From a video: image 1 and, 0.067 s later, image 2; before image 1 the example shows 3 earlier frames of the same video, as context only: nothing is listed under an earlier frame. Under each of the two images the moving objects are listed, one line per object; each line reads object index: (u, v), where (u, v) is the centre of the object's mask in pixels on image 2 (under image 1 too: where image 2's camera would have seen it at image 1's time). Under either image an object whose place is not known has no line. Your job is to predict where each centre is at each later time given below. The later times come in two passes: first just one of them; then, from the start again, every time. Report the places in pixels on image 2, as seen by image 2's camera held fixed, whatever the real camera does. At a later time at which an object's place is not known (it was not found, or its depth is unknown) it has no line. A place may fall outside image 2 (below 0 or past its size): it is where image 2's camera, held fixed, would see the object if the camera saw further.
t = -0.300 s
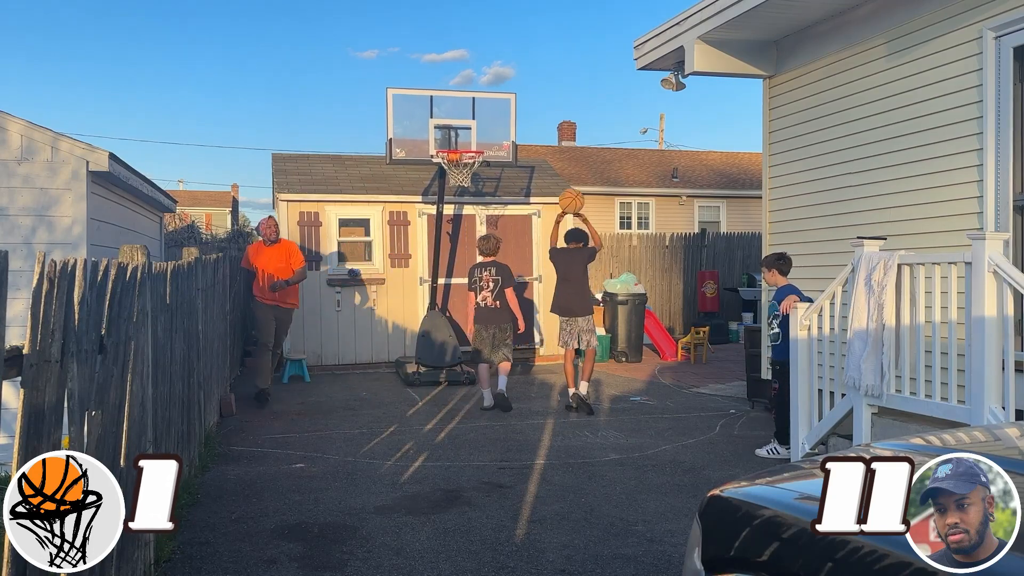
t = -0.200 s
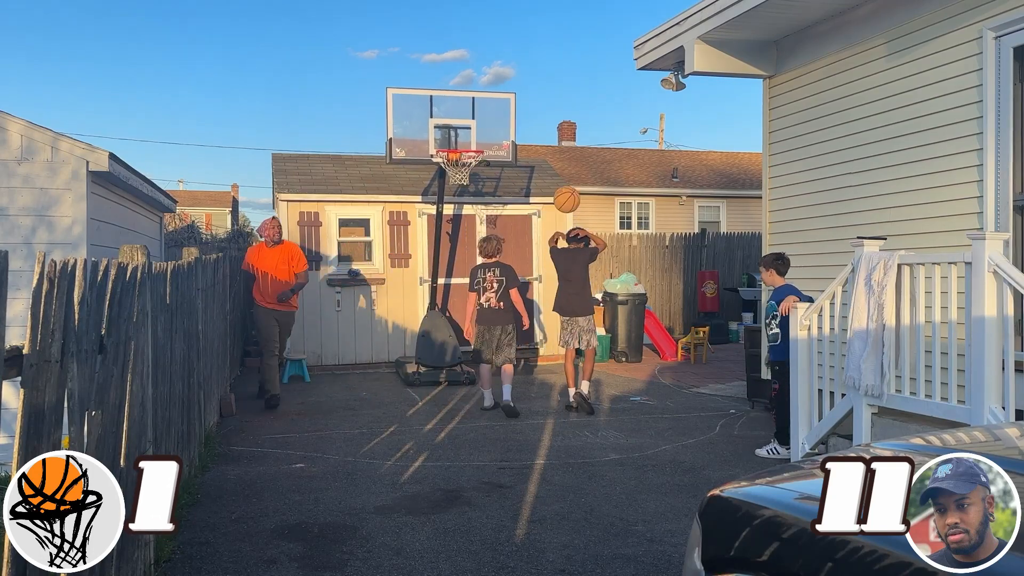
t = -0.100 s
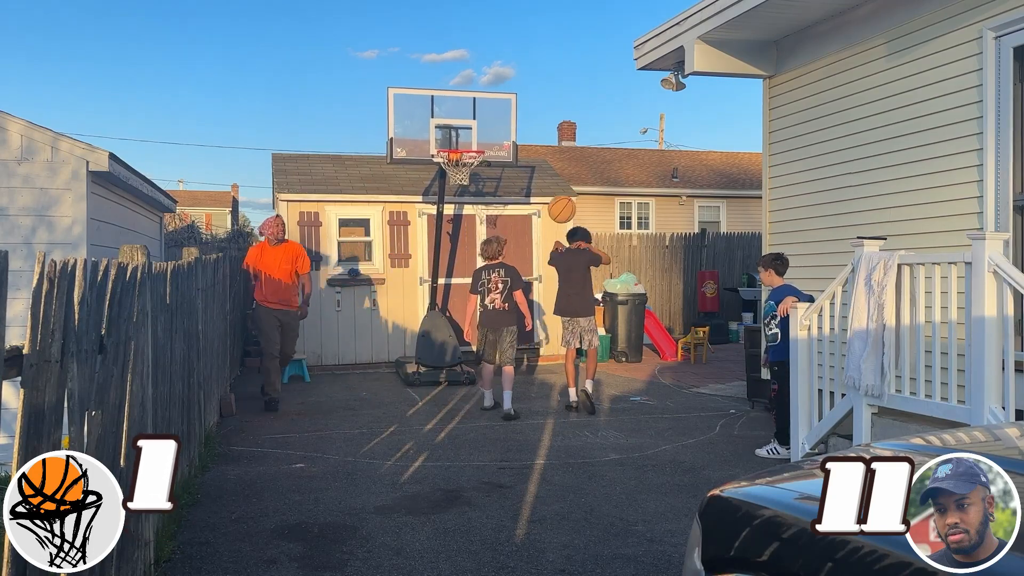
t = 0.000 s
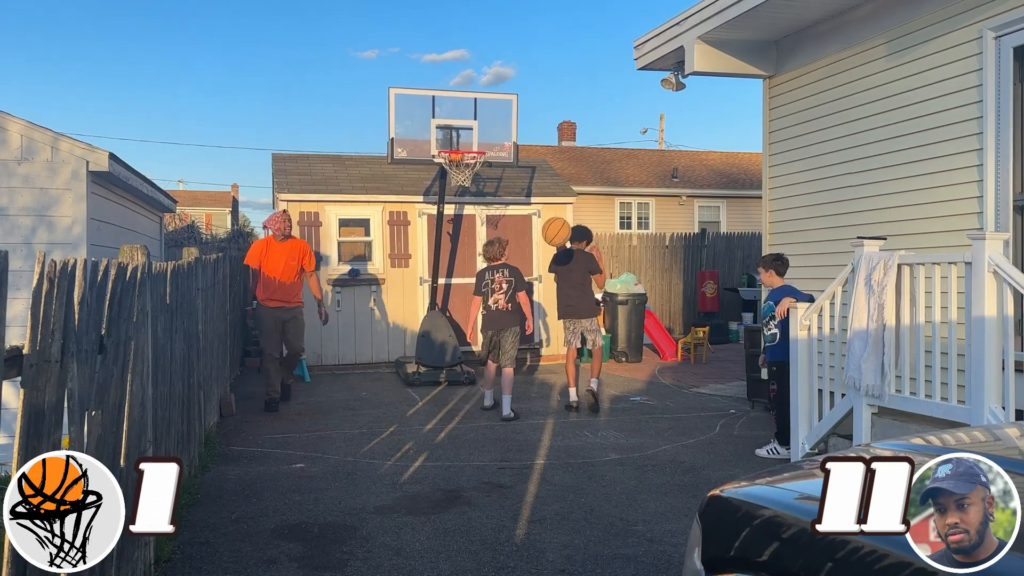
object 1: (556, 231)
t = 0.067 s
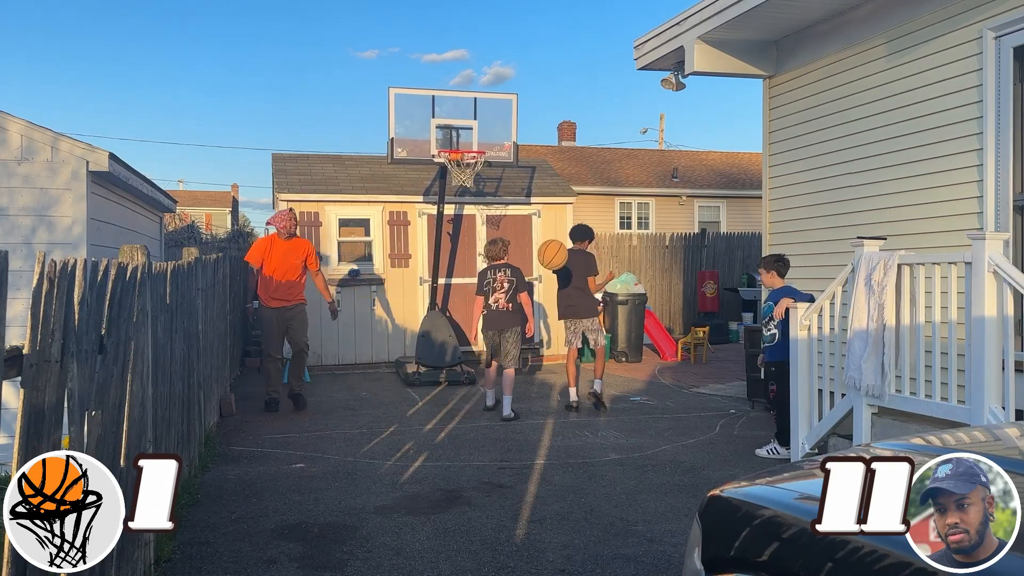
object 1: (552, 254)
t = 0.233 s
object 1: (542, 346)
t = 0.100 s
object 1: (551, 268)
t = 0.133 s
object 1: (549, 284)
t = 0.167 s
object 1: (548, 302)
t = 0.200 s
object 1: (545, 323)
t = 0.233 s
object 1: (542, 346)
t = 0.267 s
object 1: (540, 371)
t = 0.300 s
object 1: (538, 398)
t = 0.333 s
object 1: (537, 429)
